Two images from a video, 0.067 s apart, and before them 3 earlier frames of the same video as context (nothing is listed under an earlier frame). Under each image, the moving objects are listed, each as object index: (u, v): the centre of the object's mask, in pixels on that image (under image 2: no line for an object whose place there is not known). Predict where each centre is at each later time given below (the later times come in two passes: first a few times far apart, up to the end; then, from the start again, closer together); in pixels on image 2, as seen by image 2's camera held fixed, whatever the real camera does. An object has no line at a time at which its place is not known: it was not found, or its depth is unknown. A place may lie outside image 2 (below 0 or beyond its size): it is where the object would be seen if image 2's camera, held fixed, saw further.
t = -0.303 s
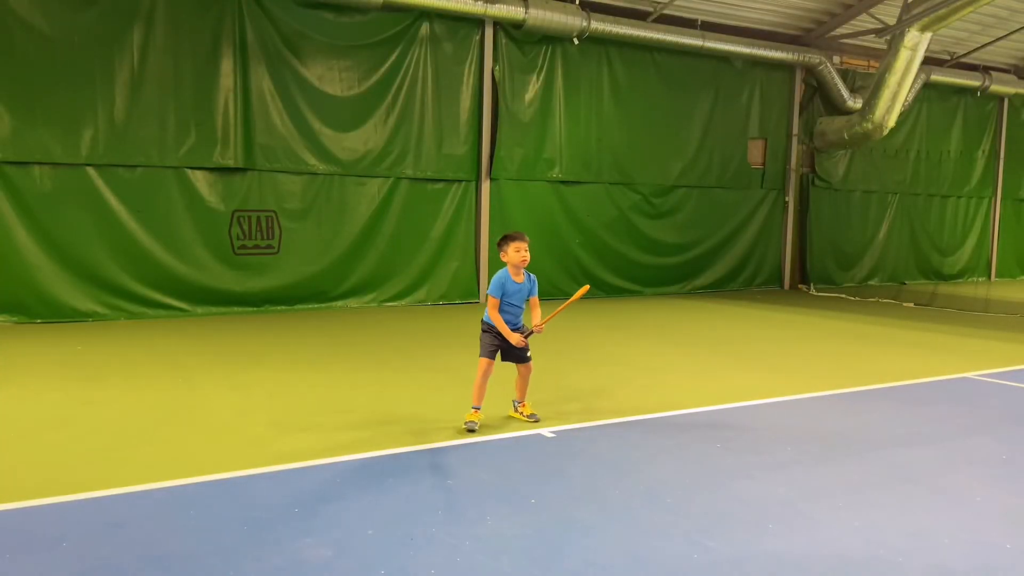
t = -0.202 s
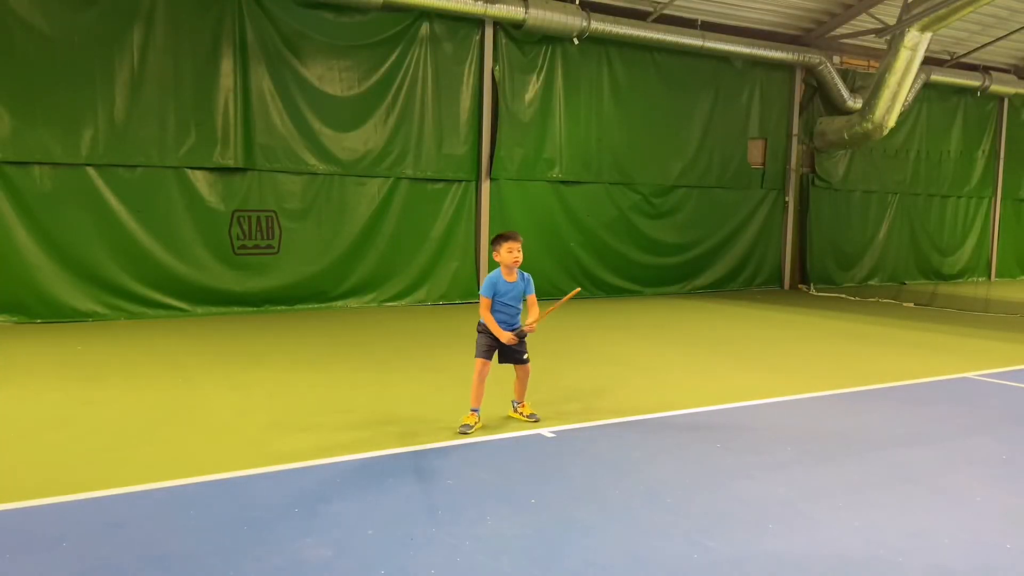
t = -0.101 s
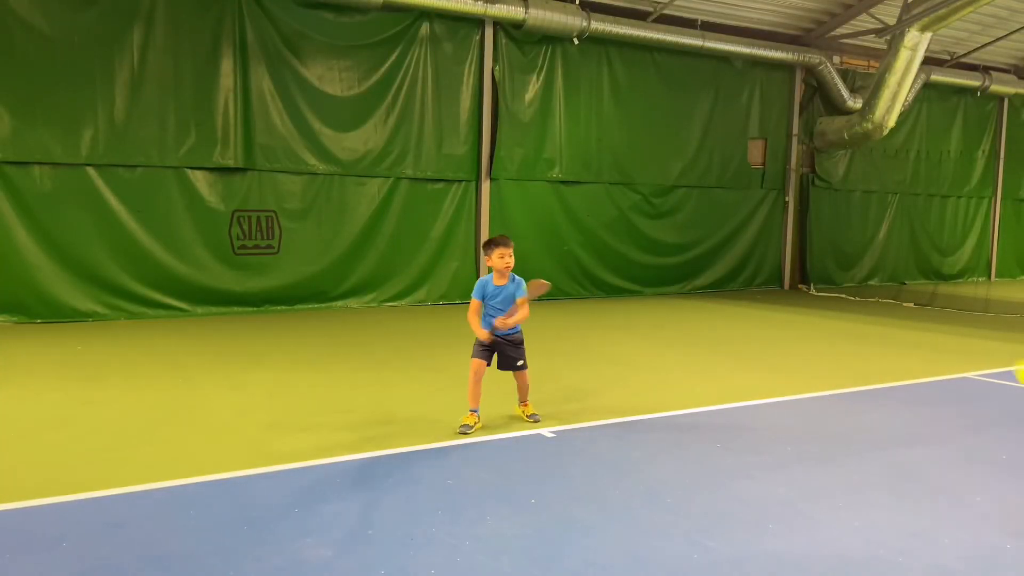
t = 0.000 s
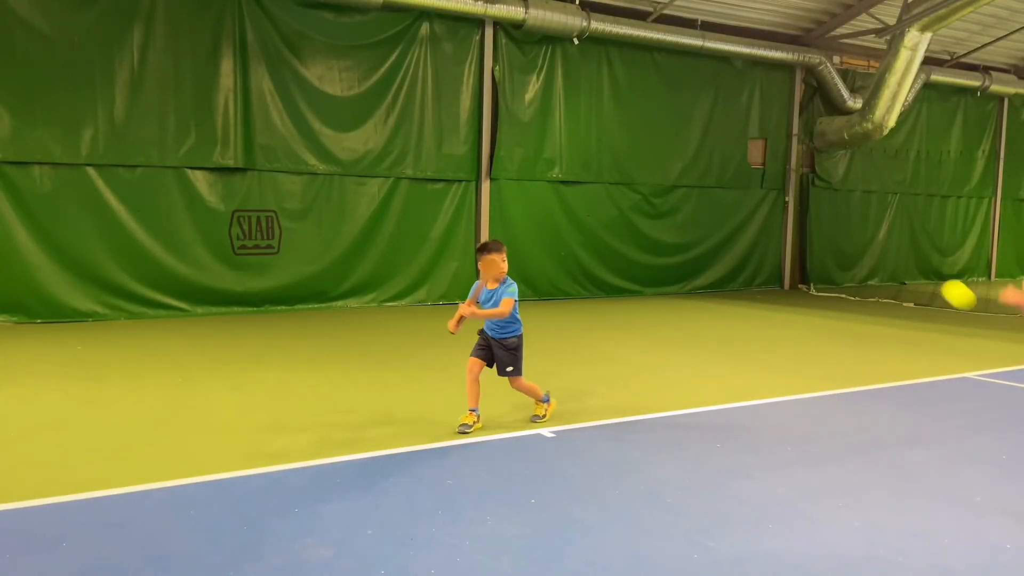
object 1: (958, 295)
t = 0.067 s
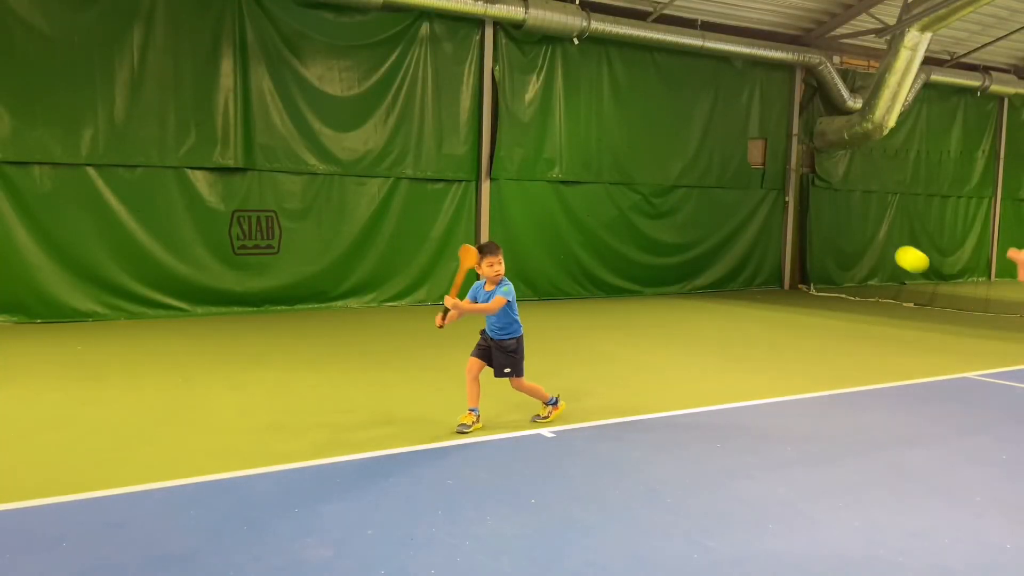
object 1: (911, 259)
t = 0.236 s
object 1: (801, 234)
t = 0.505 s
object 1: (642, 351)
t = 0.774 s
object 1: (522, 460)
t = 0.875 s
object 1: (491, 394)
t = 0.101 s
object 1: (889, 247)
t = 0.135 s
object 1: (866, 239)
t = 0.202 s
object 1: (822, 232)
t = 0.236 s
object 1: (801, 234)
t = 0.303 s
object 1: (758, 247)
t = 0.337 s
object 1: (737, 258)
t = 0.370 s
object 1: (717, 271)
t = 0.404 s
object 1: (698, 288)
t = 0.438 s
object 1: (679, 306)
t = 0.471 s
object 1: (660, 328)
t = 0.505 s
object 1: (642, 351)
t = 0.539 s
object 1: (624, 378)
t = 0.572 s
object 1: (606, 407)
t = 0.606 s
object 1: (589, 439)
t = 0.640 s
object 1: (572, 471)
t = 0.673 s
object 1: (556, 506)
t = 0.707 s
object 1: (542, 518)
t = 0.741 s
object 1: (532, 487)
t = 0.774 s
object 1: (522, 460)
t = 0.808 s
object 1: (511, 435)
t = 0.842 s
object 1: (501, 413)
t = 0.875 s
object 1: (491, 394)
